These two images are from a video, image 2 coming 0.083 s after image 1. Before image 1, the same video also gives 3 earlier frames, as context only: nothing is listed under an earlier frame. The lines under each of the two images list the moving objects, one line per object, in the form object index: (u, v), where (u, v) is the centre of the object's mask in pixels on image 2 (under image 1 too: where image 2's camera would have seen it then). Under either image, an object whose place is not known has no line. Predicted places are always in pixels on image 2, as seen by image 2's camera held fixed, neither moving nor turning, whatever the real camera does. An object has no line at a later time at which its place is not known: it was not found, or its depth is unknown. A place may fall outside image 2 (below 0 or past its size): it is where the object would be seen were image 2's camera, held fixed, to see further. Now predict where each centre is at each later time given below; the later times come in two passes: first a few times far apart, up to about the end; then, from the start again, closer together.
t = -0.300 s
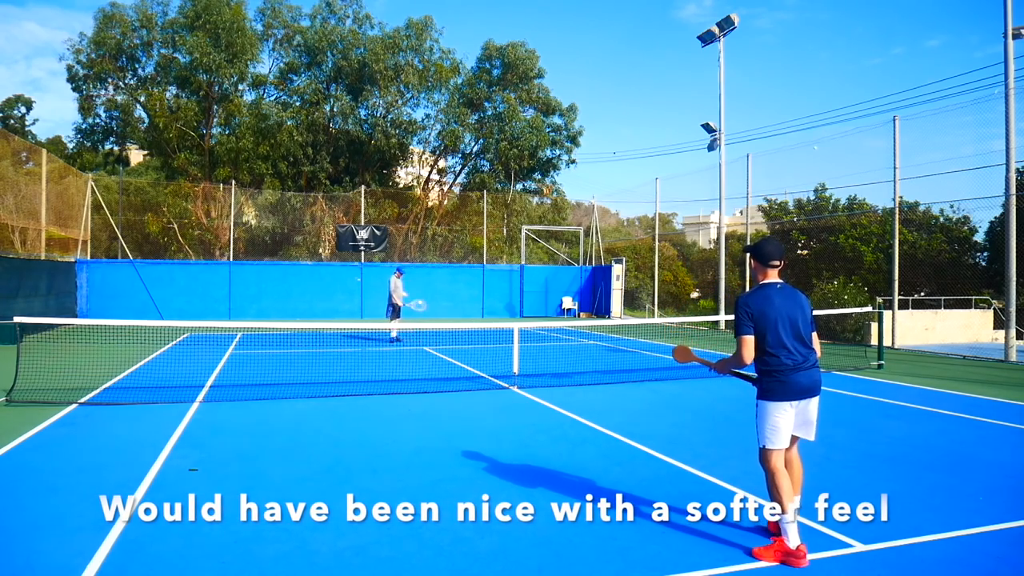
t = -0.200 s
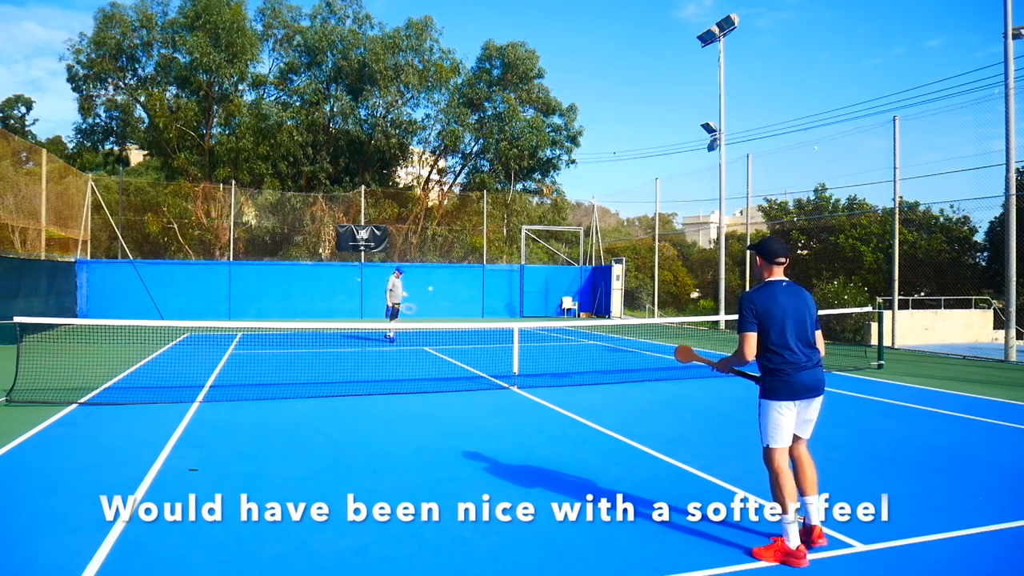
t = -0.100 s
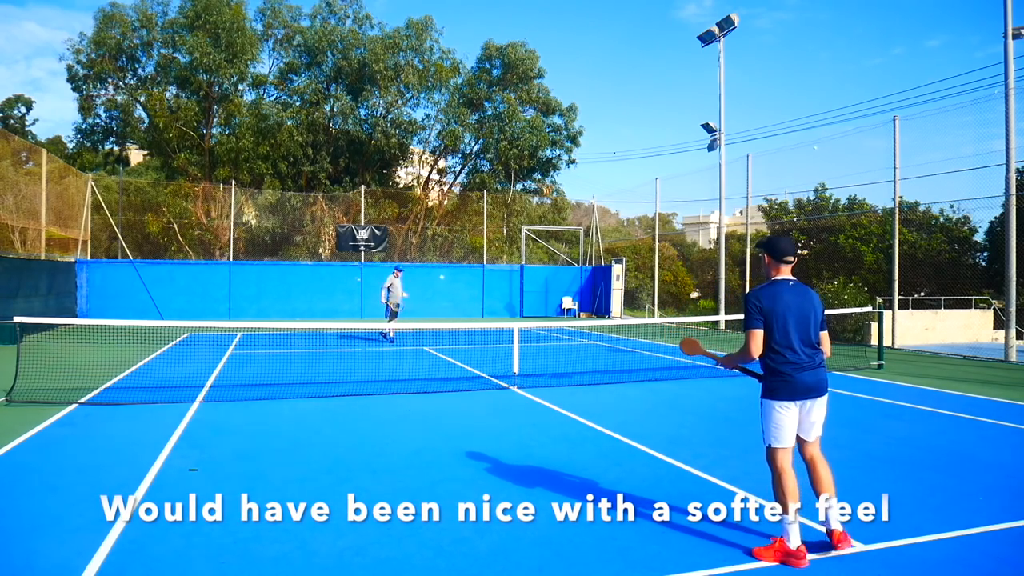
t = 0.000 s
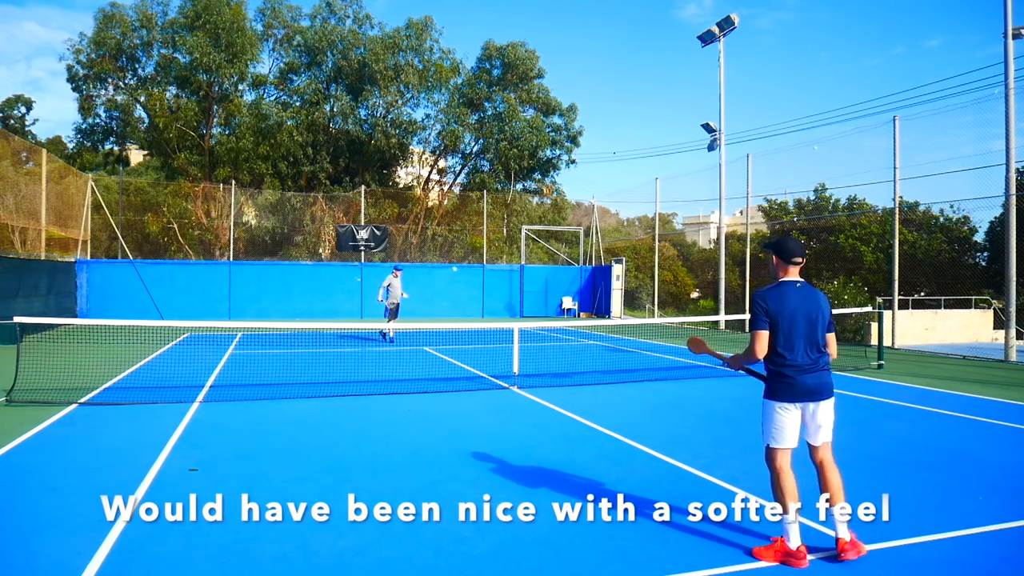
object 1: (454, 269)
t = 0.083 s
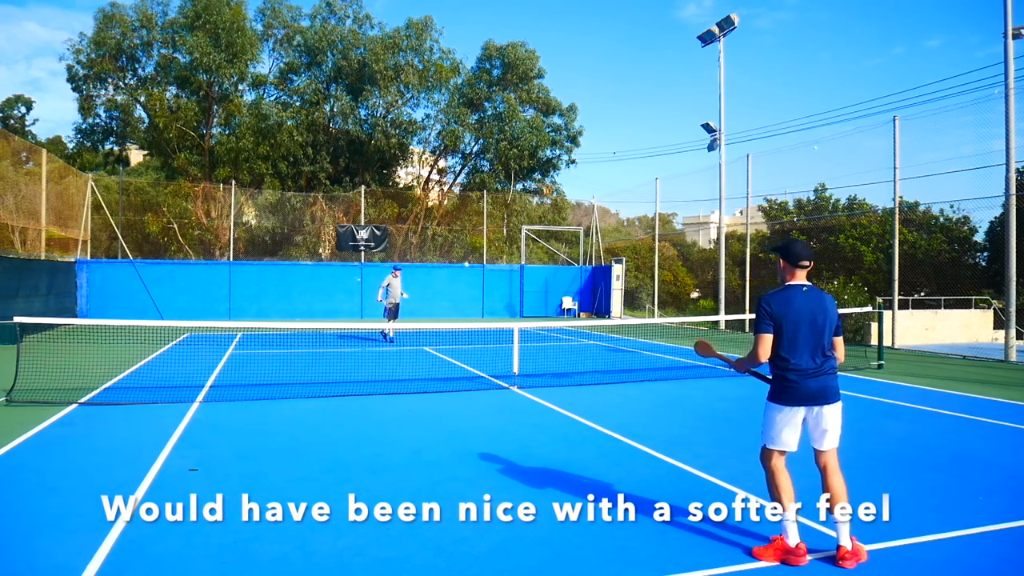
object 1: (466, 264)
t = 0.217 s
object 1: (488, 264)
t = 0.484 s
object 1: (546, 298)
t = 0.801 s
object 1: (651, 418)
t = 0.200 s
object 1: (486, 264)
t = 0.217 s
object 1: (488, 264)
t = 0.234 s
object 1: (491, 265)
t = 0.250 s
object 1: (495, 266)
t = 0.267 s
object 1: (498, 266)
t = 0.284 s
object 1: (501, 268)
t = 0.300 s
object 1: (504, 269)
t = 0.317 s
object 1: (508, 271)
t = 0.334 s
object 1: (511, 273)
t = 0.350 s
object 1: (515, 275)
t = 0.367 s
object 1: (518, 277)
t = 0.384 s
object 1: (522, 279)
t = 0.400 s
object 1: (526, 282)
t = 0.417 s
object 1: (530, 284)
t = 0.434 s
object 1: (534, 288)
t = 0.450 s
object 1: (538, 291)
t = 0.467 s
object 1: (542, 294)
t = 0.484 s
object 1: (546, 298)
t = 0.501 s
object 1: (551, 303)
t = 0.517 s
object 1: (556, 307)
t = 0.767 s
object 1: (643, 420)
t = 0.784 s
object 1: (648, 424)
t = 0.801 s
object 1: (651, 418)
